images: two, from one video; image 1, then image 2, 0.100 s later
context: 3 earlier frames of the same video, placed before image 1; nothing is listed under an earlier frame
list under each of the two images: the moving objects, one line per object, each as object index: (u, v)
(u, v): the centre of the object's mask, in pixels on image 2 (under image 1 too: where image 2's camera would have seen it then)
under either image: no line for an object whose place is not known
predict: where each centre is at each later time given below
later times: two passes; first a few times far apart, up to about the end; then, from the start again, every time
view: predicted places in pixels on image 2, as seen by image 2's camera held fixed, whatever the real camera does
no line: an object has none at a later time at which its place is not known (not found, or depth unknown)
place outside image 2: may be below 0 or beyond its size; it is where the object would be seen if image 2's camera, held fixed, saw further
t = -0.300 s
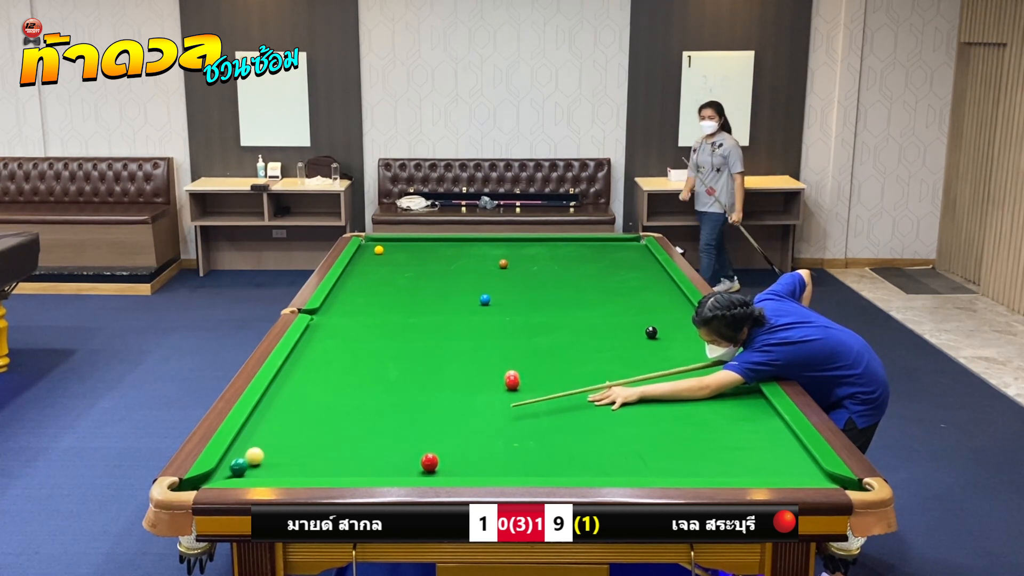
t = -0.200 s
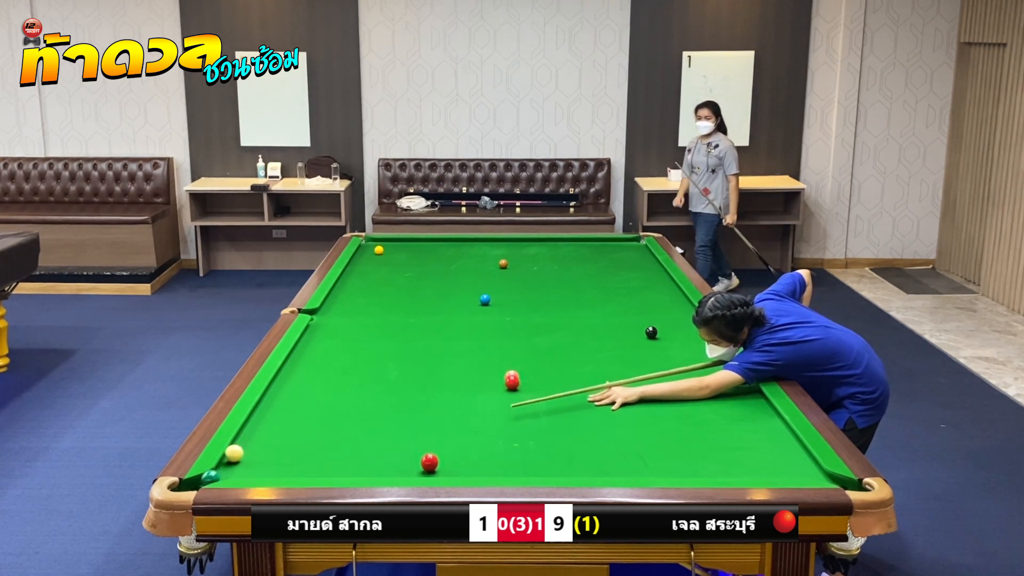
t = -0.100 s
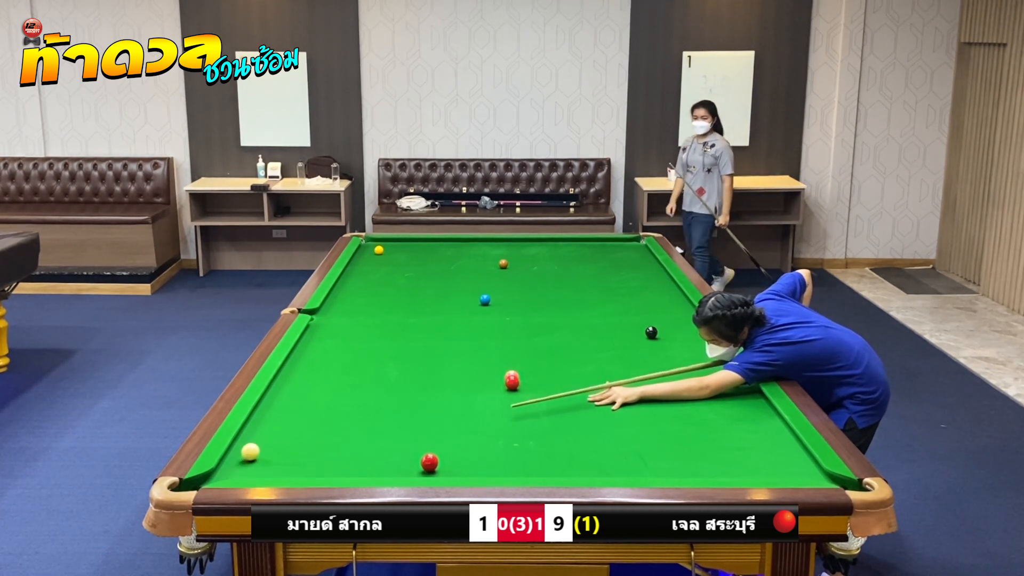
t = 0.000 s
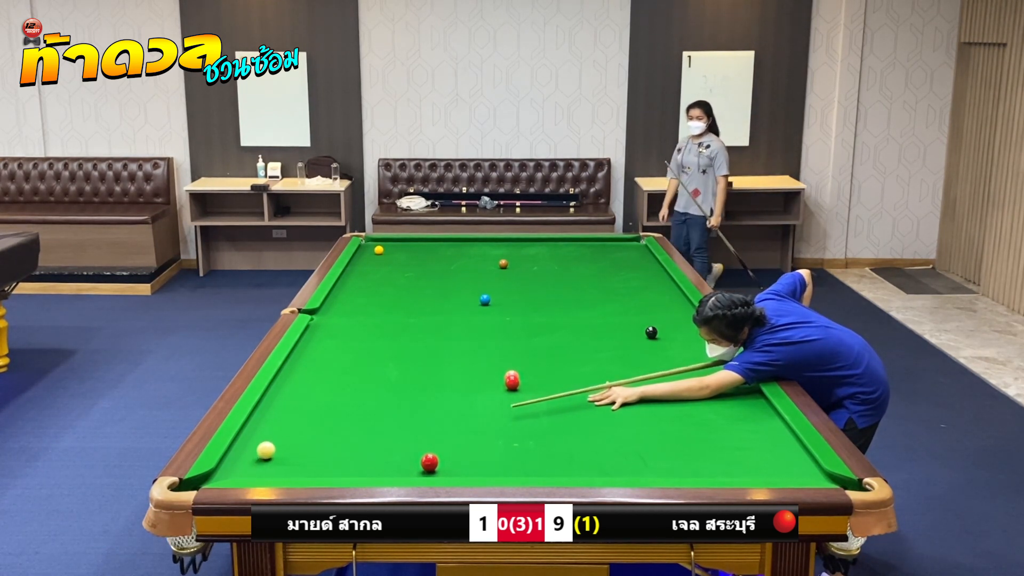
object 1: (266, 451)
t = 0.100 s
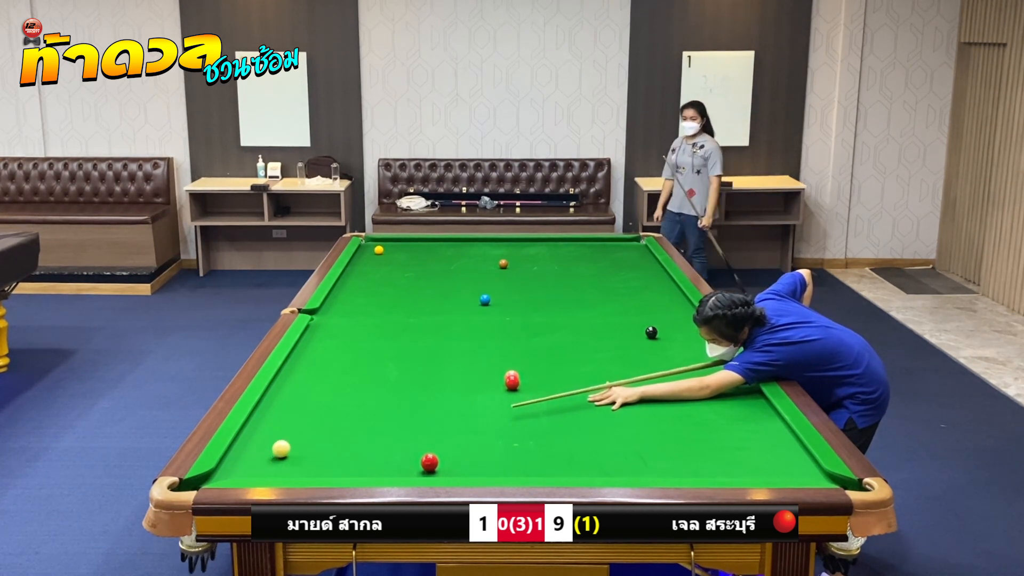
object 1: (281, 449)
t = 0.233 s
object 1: (300, 447)
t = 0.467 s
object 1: (333, 444)
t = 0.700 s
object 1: (364, 441)
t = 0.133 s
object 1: (286, 449)
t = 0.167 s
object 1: (291, 448)
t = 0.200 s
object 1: (296, 448)
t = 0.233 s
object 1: (300, 447)
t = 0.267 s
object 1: (305, 447)
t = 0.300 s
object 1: (310, 447)
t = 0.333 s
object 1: (315, 446)
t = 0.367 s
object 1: (319, 446)
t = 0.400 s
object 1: (324, 445)
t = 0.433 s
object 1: (329, 445)
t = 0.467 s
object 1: (333, 444)
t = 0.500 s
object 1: (338, 444)
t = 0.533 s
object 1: (342, 443)
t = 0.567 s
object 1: (347, 443)
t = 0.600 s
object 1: (351, 443)
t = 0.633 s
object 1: (355, 442)
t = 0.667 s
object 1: (360, 442)
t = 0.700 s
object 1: (364, 441)
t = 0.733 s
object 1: (368, 441)
